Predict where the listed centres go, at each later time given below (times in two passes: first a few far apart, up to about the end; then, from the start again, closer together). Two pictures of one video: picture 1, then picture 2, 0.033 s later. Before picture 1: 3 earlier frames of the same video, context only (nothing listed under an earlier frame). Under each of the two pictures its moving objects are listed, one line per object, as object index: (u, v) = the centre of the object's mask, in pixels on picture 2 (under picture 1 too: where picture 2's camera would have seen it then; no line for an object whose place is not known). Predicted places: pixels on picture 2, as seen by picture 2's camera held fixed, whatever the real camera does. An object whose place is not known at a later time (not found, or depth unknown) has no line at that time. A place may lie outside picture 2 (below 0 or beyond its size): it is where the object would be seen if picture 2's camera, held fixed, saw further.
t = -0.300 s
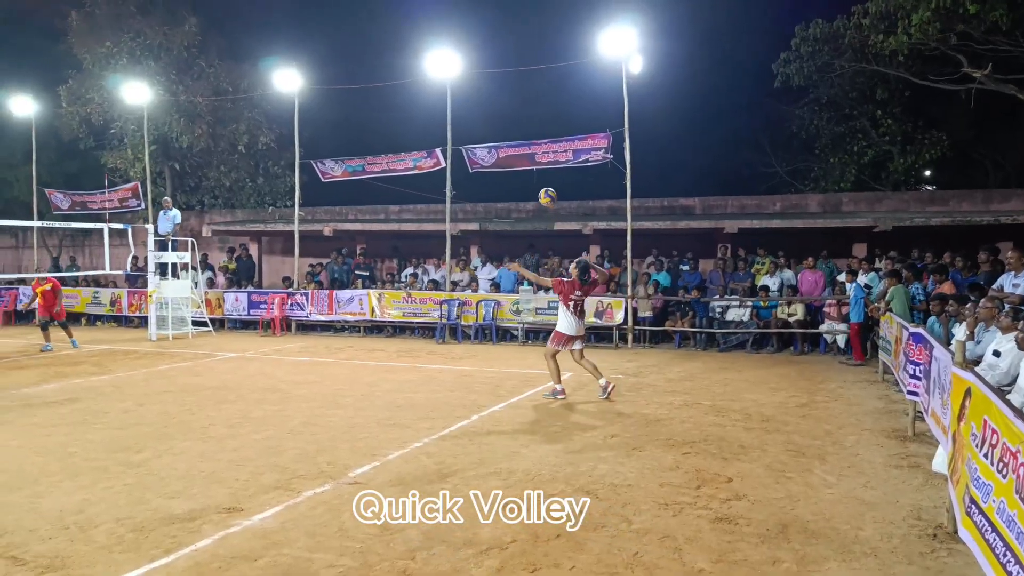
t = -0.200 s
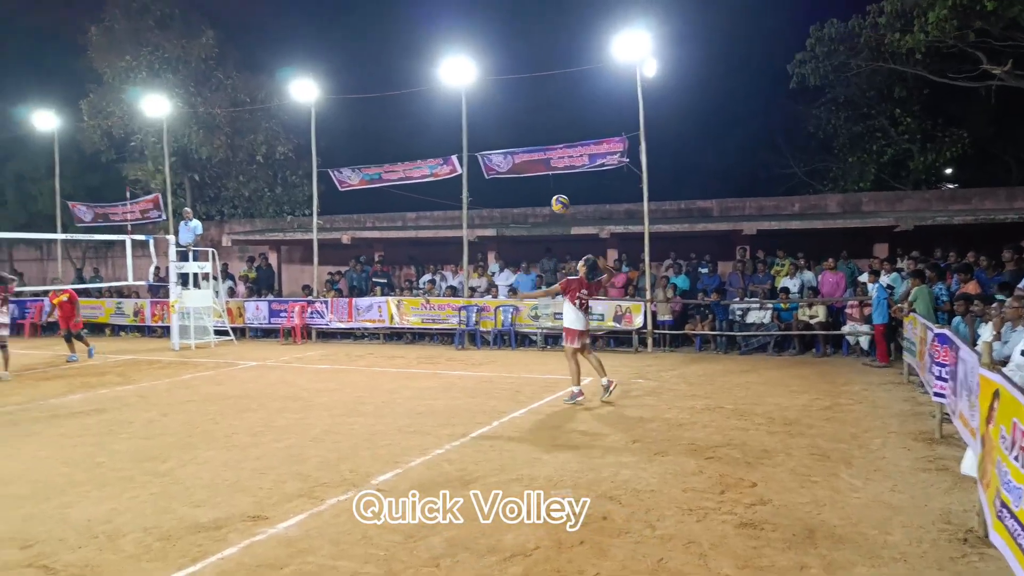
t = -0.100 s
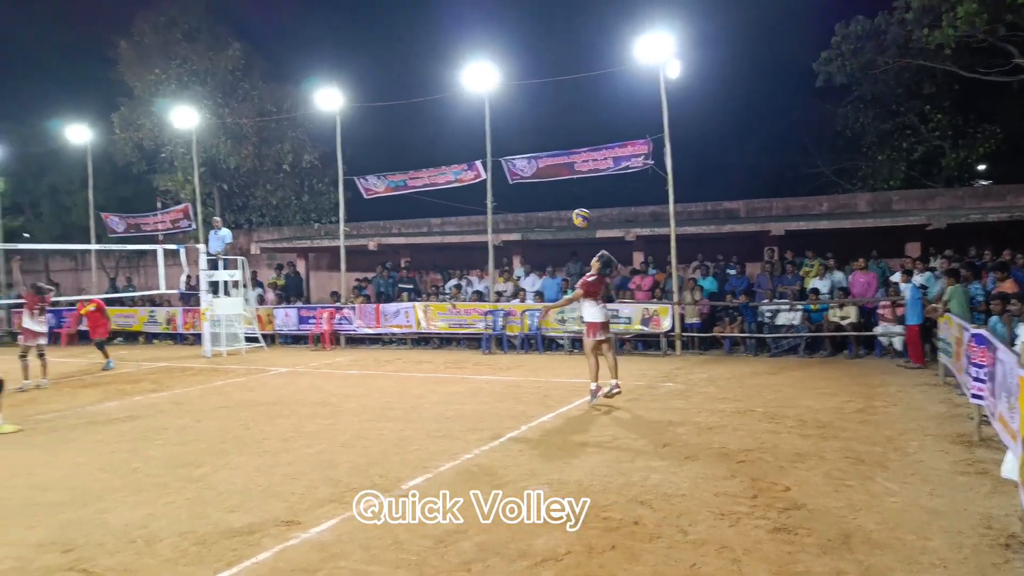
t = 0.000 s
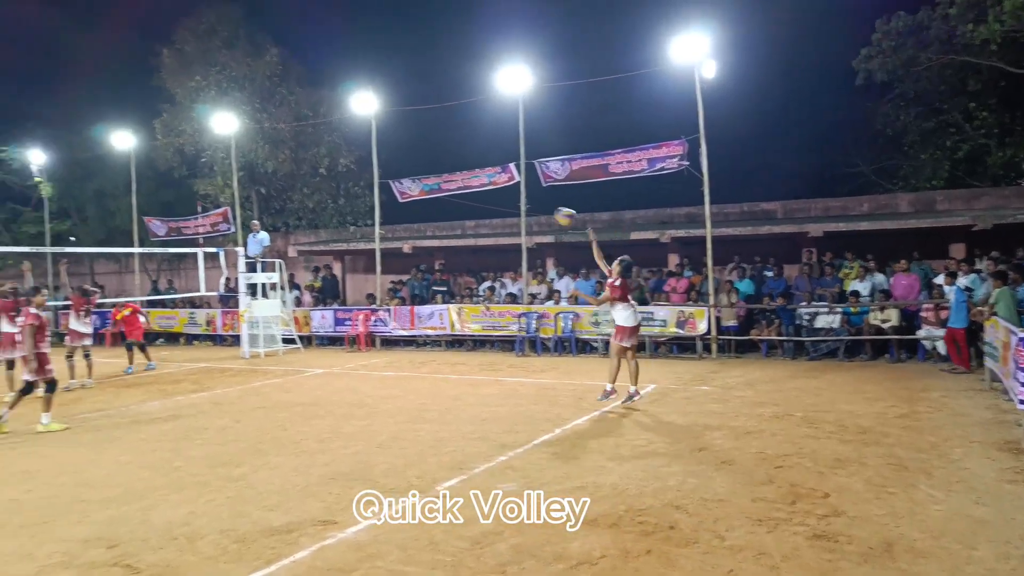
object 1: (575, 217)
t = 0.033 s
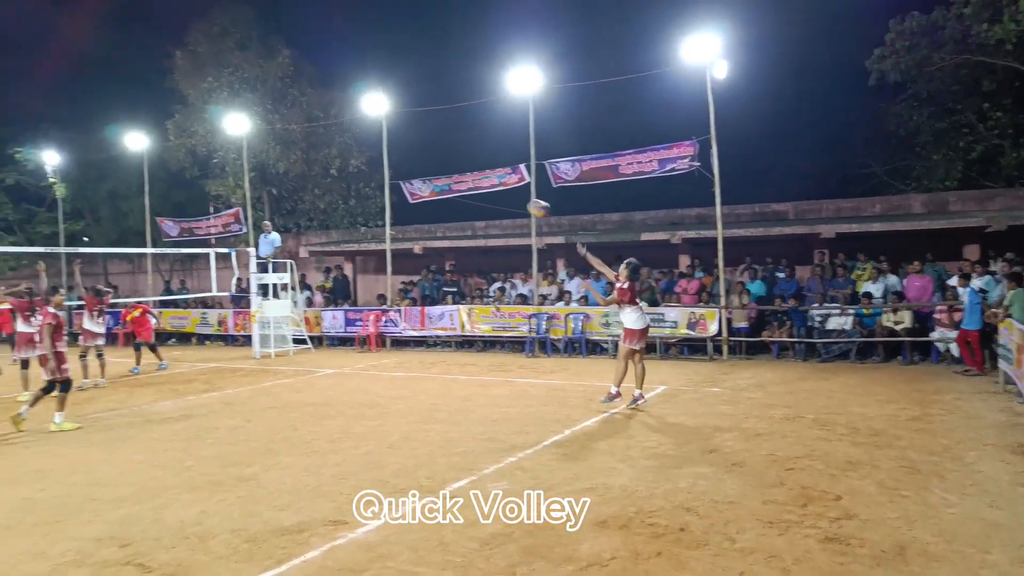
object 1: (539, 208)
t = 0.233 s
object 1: (341, 175)
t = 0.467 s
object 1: (164, 178)
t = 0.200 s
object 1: (372, 178)
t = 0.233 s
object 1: (341, 175)
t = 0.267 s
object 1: (313, 173)
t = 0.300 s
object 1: (286, 172)
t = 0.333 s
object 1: (260, 171)
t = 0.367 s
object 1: (235, 172)
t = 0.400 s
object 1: (211, 173)
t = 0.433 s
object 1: (187, 175)
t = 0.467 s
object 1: (164, 178)
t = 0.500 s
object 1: (142, 182)
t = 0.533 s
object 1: (121, 186)
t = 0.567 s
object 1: (101, 191)
